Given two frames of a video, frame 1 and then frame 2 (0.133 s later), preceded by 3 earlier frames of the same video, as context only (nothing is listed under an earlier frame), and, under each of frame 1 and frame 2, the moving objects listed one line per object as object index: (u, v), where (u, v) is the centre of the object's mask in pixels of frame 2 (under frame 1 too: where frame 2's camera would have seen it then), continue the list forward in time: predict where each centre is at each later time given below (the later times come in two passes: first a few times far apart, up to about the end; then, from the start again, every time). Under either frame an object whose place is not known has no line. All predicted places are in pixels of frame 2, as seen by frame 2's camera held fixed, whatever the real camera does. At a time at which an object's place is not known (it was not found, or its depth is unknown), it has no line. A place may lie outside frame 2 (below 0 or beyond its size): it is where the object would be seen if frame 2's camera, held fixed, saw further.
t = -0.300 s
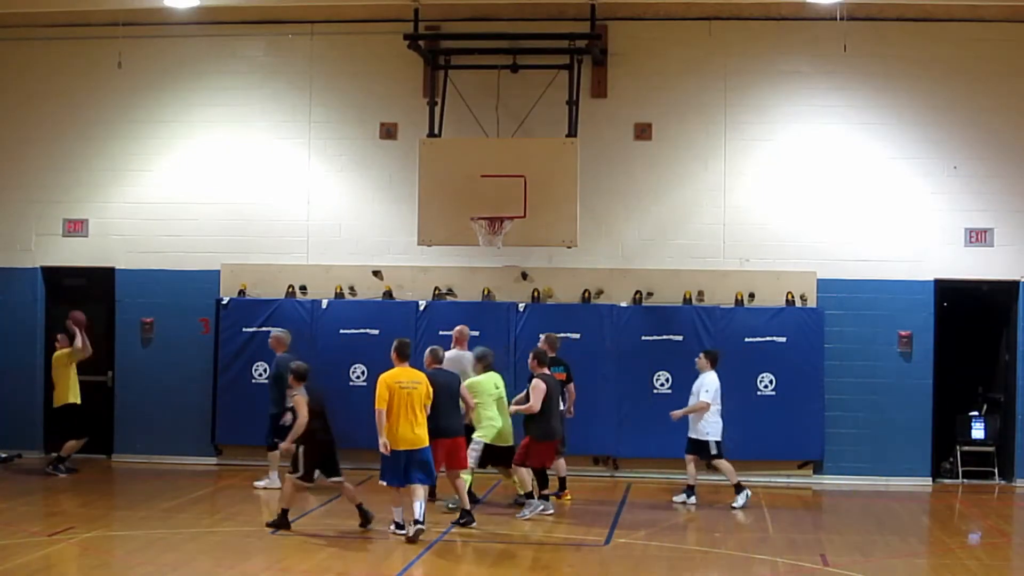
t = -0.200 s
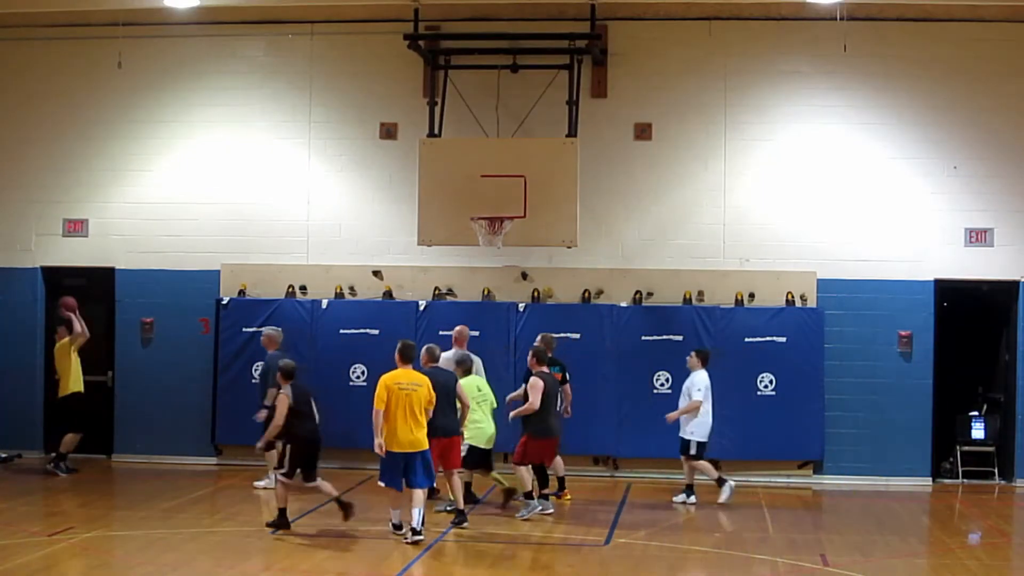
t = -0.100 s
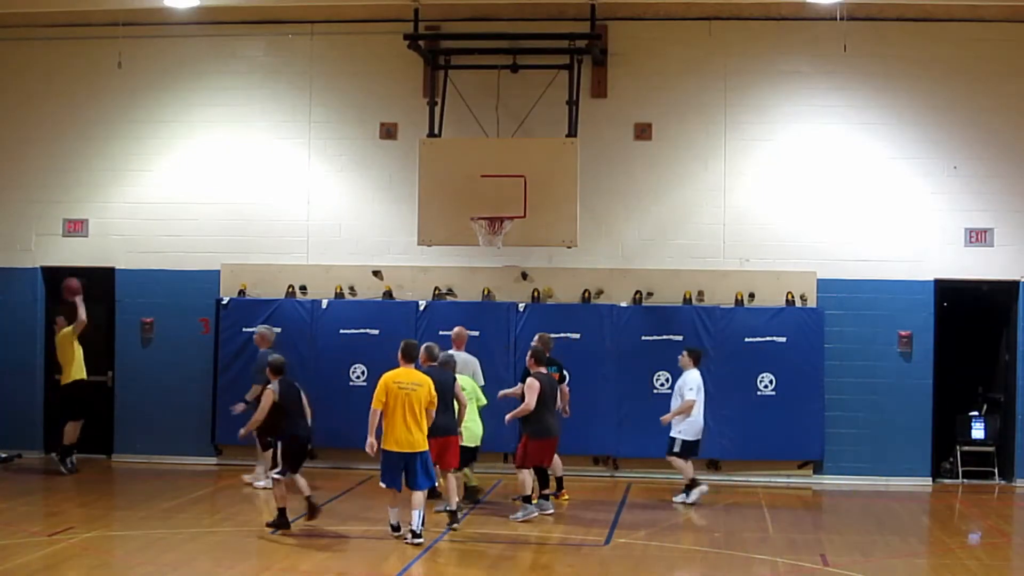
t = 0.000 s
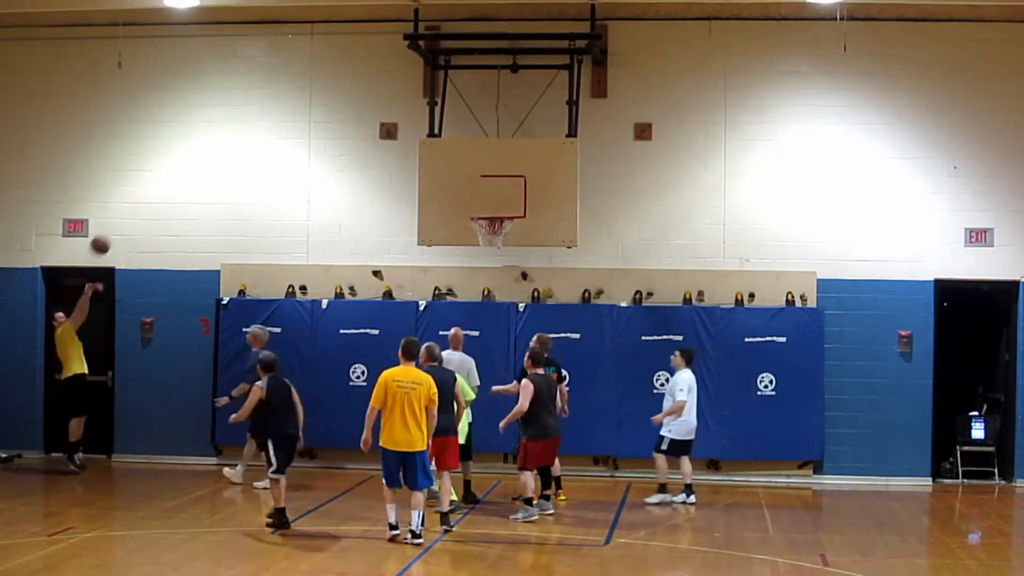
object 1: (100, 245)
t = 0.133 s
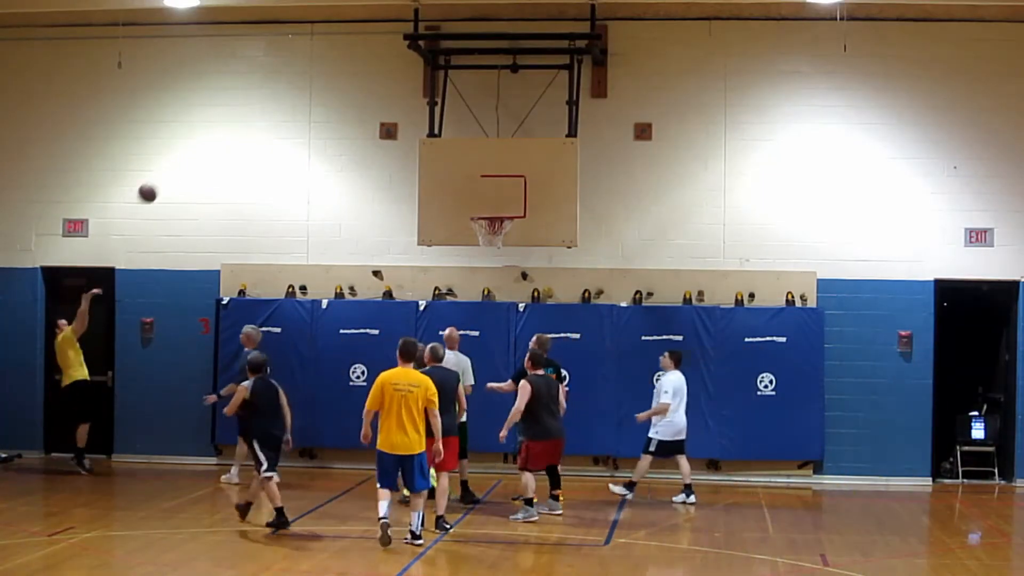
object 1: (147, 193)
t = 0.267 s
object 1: (195, 155)
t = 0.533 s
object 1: (292, 122)
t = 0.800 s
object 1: (390, 149)
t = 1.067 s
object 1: (448, 202)
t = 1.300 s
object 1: (382, 187)
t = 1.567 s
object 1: (306, 229)
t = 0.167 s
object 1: (159, 182)
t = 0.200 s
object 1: (171, 172)
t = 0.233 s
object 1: (183, 163)
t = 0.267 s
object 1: (195, 155)
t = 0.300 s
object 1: (207, 147)
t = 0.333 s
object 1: (220, 142)
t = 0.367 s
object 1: (232, 136)
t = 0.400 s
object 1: (244, 132)
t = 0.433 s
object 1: (256, 128)
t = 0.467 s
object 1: (267, 125)
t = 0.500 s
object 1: (280, 123)
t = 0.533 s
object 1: (292, 122)
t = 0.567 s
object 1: (304, 122)
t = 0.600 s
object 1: (316, 123)
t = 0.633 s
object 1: (328, 125)
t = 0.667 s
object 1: (340, 128)
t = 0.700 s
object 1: (353, 132)
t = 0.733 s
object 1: (365, 136)
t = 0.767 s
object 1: (377, 143)
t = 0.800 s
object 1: (390, 149)
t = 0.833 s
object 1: (402, 157)
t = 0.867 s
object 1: (414, 165)
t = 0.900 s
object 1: (427, 176)
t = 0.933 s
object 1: (440, 187)
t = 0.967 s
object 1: (452, 199)
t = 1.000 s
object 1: (464, 211)
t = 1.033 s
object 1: (458, 208)
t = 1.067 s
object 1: (448, 202)
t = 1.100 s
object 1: (439, 197)
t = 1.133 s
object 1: (429, 192)
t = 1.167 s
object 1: (420, 190)
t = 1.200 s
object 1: (411, 188)
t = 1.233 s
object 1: (401, 186)
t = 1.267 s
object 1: (392, 186)
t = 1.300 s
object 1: (382, 187)
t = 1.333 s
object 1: (373, 189)
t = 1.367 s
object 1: (363, 191)
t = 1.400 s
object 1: (354, 195)
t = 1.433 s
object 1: (344, 200)
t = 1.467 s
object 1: (335, 206)
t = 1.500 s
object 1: (325, 213)
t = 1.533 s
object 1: (316, 220)
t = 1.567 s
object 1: (306, 229)
